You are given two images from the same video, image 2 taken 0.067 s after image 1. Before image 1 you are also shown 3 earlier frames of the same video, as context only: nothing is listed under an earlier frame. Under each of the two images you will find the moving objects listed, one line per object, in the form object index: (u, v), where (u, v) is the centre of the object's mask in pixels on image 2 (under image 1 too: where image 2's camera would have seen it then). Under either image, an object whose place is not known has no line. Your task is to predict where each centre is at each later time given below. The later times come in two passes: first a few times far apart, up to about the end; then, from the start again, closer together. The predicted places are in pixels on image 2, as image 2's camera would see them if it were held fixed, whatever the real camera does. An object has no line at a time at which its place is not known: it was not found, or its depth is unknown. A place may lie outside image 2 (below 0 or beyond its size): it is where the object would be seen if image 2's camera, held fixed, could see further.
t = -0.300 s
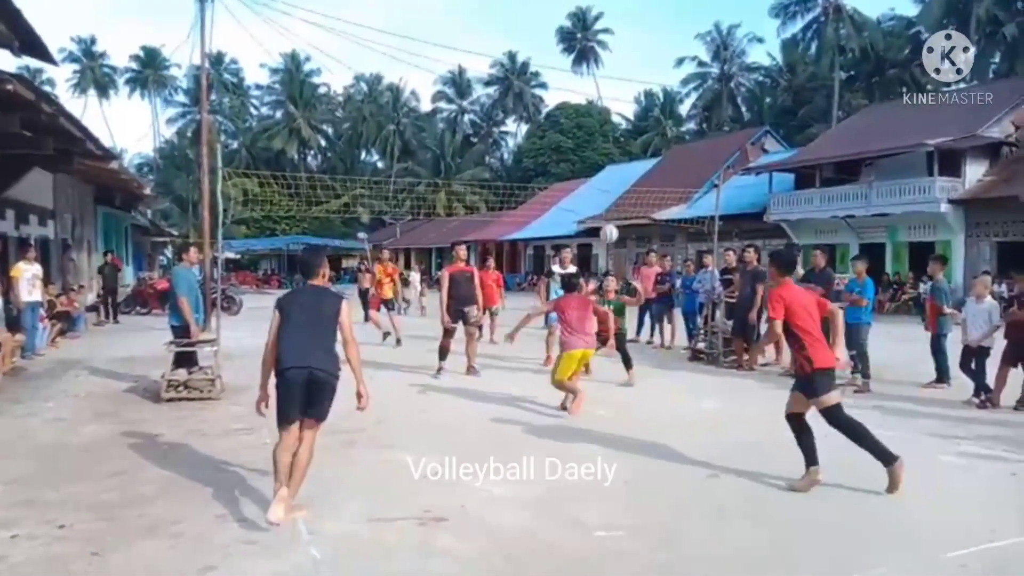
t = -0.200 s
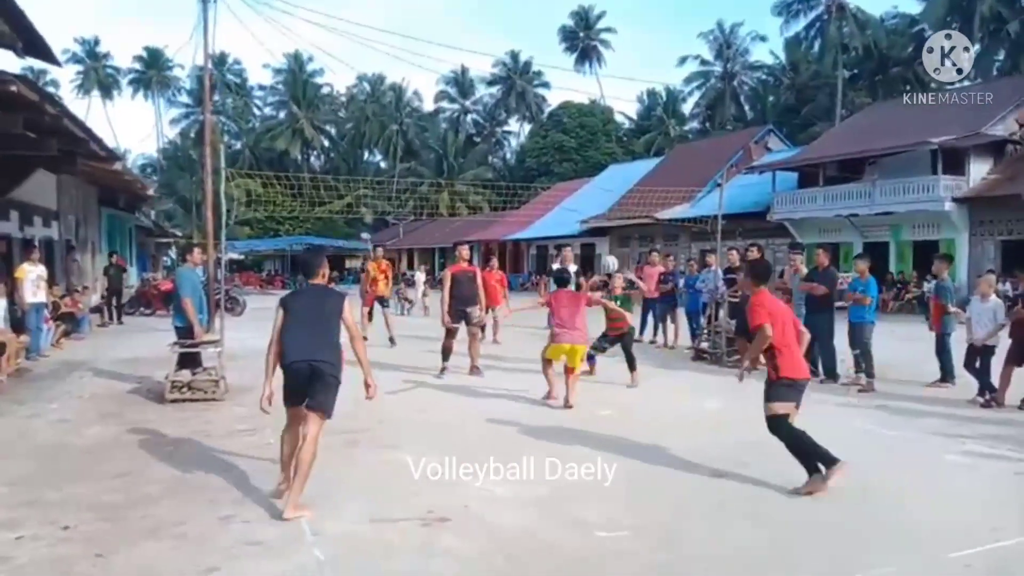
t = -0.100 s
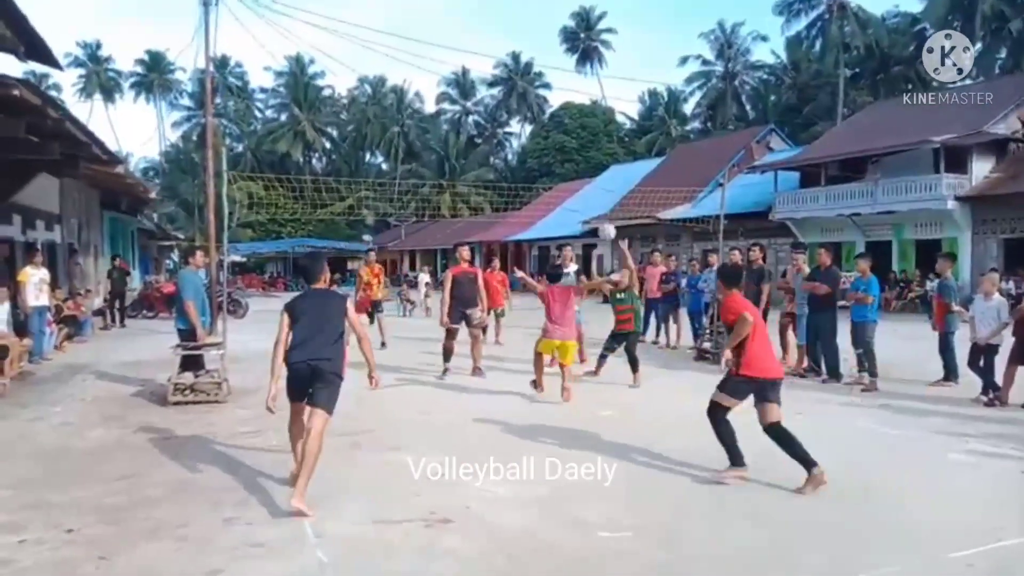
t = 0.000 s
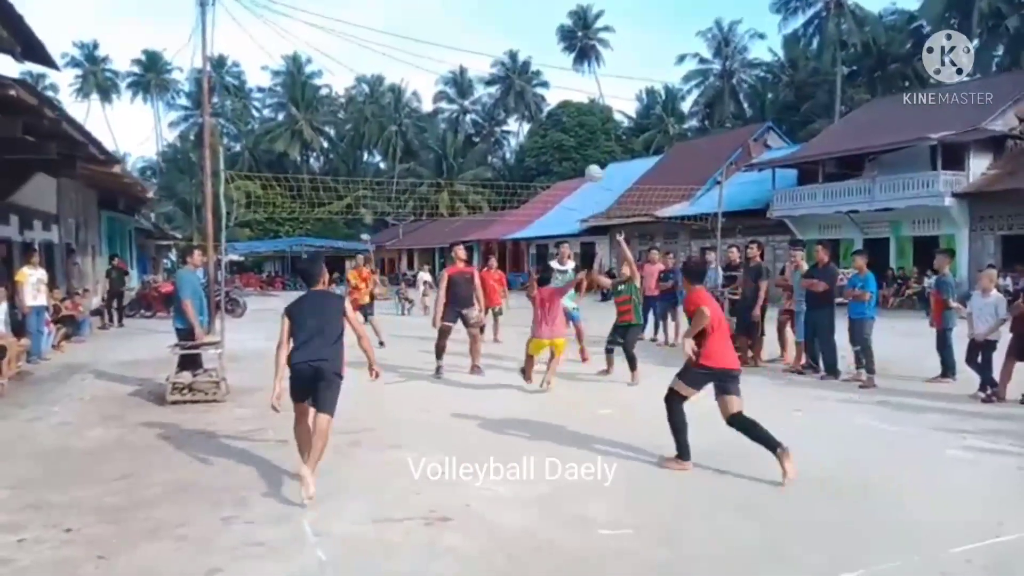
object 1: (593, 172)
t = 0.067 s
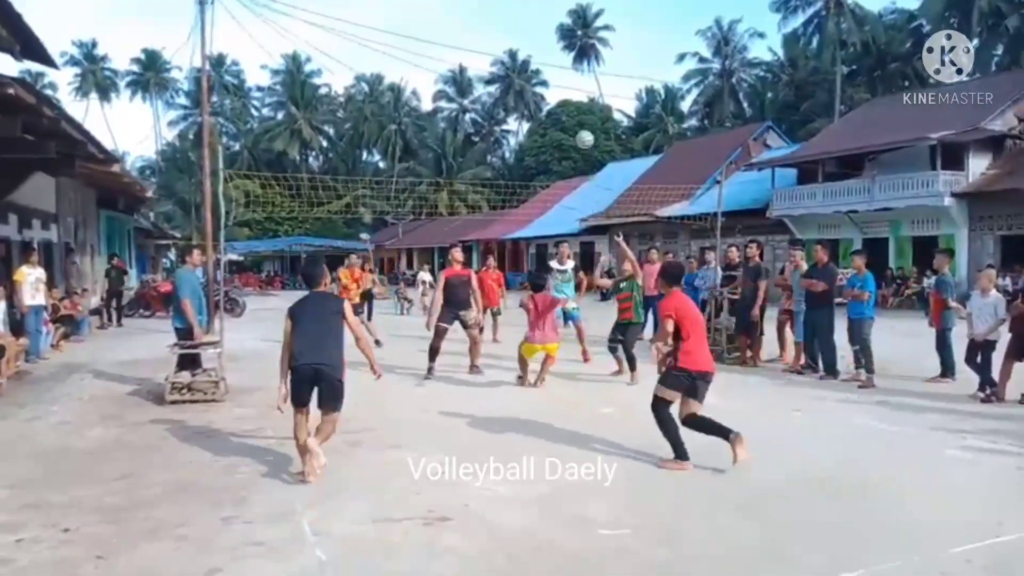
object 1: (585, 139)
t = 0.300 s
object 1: (557, 52)
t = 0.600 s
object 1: (521, 6)
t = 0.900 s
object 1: (487, 40)
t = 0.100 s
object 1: (581, 124)
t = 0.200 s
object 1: (569, 83)
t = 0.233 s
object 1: (564, 73)
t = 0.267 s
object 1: (560, 62)
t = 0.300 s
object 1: (557, 52)
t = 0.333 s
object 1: (553, 43)
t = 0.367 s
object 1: (549, 35)
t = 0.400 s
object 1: (545, 28)
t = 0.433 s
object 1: (542, 22)
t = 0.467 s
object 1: (537, 17)
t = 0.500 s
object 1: (533, 13)
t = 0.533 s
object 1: (529, 10)
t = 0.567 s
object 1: (525, 8)
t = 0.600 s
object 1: (521, 6)
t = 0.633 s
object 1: (517, 6)
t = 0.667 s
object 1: (514, 7)
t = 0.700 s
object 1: (510, 9)
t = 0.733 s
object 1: (506, 12)
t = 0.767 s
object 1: (502, 16)
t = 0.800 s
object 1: (498, 21)
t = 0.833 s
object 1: (494, 26)
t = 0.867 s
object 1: (490, 33)
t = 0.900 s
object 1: (487, 40)
